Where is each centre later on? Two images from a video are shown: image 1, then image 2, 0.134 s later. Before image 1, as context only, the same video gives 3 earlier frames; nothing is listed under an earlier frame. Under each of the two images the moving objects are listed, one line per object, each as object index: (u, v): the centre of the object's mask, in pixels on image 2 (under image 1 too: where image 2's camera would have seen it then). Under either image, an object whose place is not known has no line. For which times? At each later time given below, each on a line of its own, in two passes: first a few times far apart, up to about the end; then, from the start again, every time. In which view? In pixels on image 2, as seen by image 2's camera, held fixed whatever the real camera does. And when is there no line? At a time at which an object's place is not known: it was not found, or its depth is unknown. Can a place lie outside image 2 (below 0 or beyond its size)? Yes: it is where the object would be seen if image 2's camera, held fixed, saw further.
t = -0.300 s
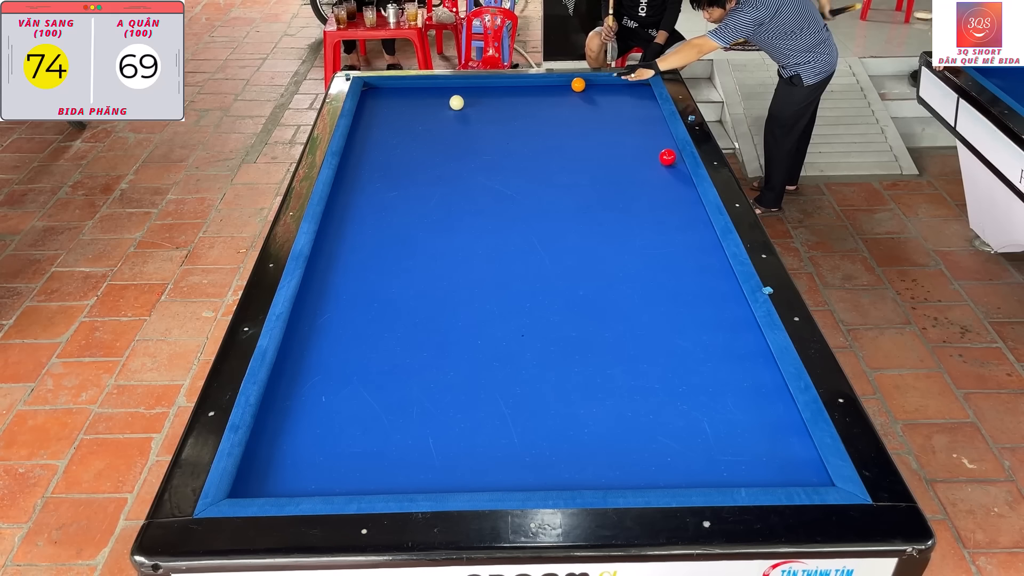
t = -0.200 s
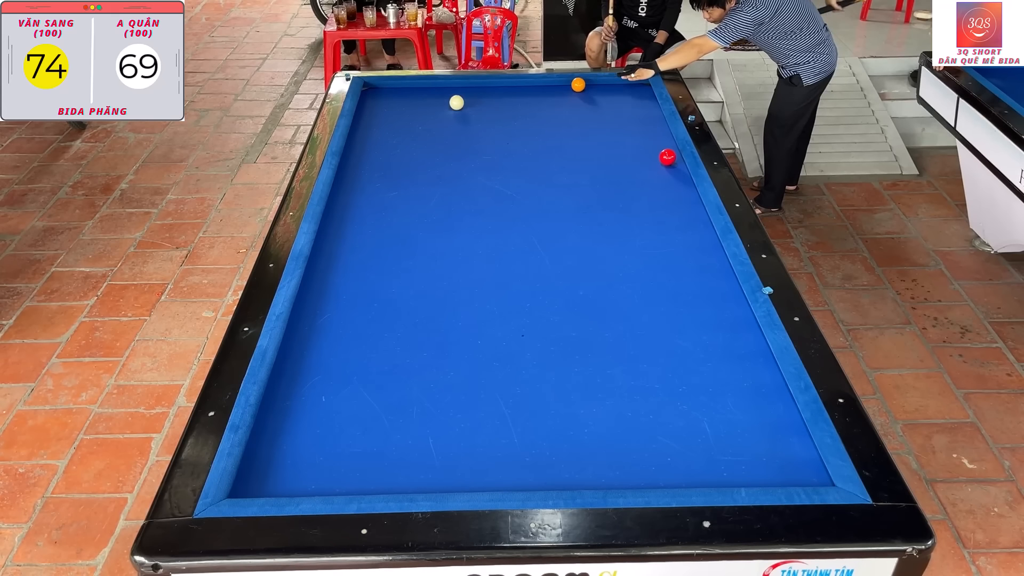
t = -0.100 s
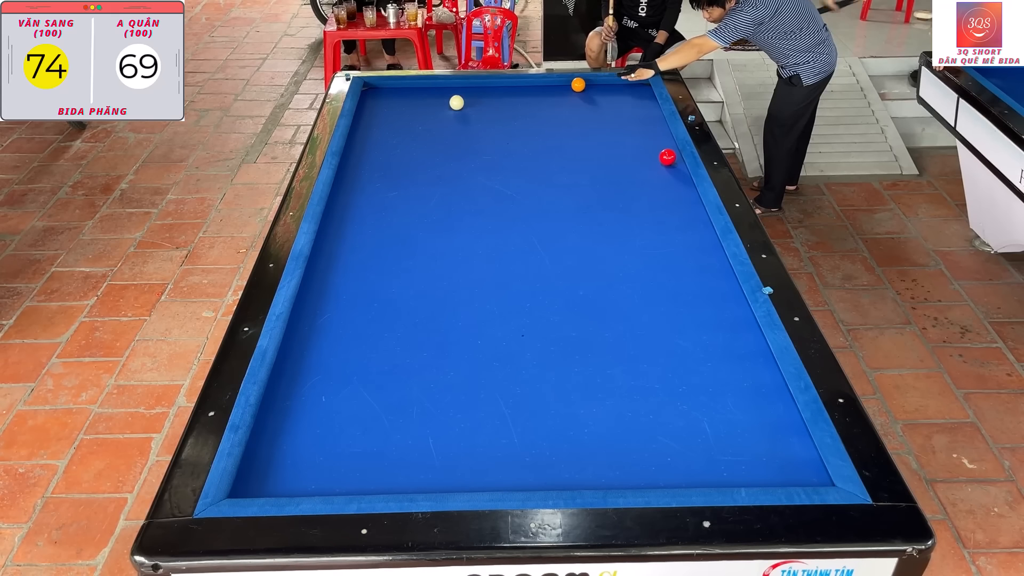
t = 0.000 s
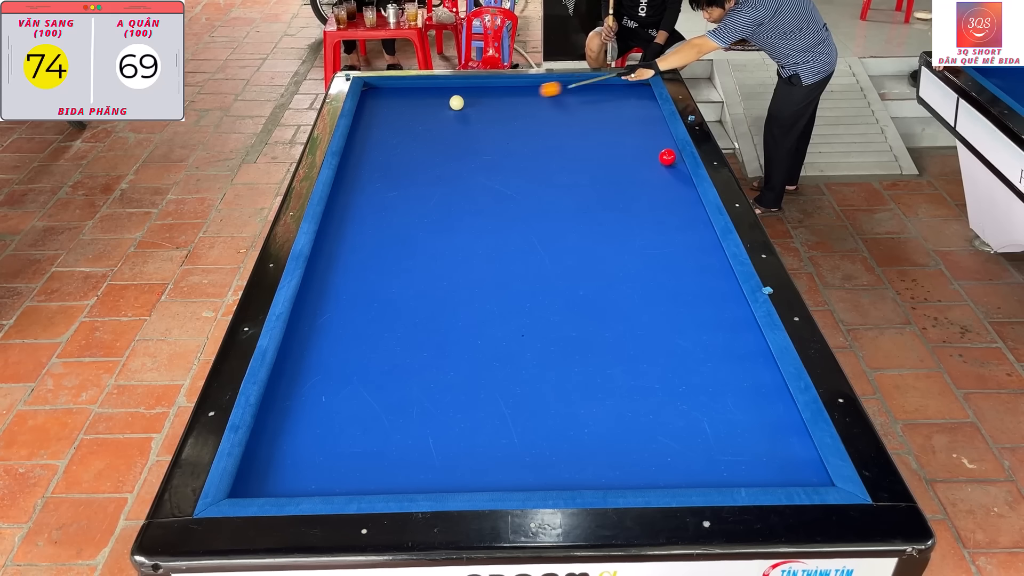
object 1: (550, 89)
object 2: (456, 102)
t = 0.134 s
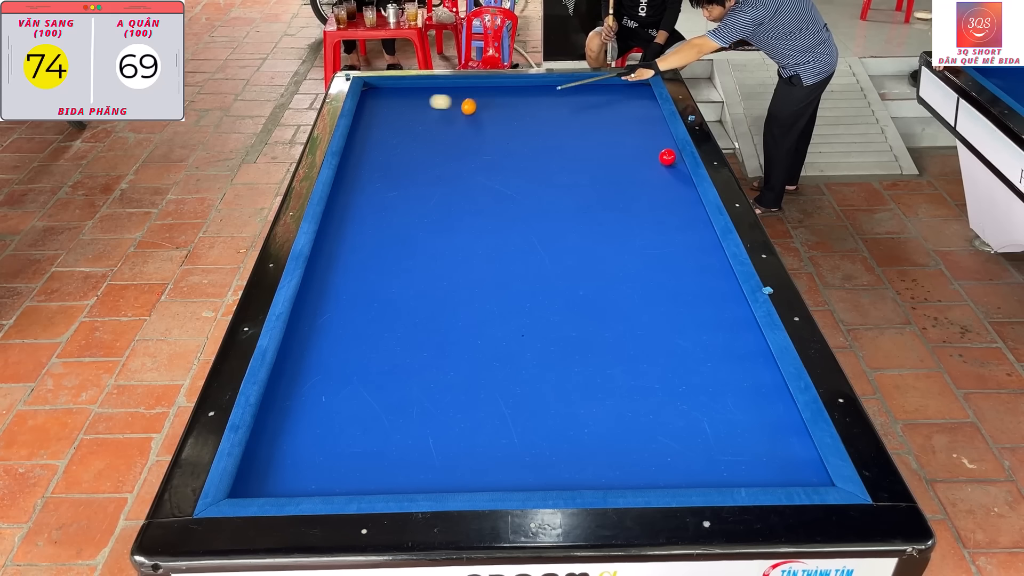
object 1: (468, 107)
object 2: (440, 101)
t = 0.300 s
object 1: (449, 133)
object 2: (382, 97)
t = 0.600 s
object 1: (398, 185)
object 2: (496, 90)
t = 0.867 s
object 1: (340, 241)
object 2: (581, 84)
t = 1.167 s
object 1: (325, 322)
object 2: (622, 85)
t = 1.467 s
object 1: (336, 431)
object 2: (568, 91)
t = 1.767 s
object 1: (404, 431)
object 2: (520, 97)
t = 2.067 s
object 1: (489, 367)
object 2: (472, 103)
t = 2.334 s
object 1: (551, 323)
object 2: (428, 109)
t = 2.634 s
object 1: (611, 282)
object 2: (378, 115)
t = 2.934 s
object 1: (663, 246)
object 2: (380, 119)
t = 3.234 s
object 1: (692, 214)
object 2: (405, 121)
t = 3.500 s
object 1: (653, 191)
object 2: (426, 122)
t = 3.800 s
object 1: (617, 167)
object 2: (450, 124)
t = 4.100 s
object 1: (585, 146)
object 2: (473, 125)
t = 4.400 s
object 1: (556, 128)
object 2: (495, 127)
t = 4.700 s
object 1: (531, 111)
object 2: (517, 129)
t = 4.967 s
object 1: (510, 97)
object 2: (535, 130)
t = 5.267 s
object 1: (489, 84)
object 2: (555, 132)
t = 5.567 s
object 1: (465, 93)
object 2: (575, 133)
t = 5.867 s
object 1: (440, 102)
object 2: (593, 134)
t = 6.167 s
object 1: (415, 110)
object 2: (611, 135)
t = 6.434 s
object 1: (392, 118)
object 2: (626, 136)
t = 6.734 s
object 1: (366, 126)
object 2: (643, 137)
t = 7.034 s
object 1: (364, 134)
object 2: (658, 138)
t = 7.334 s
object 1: (375, 142)
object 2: (663, 139)
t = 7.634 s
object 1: (386, 149)
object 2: (655, 140)
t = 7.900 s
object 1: (396, 156)
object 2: (649, 141)
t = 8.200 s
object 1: (407, 164)
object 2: (643, 142)
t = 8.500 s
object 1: (417, 171)
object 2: (638, 143)
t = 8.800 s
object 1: (427, 178)
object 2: (634, 143)
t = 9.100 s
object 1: (437, 186)
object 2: (631, 144)
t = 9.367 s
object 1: (446, 192)
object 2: (629, 145)
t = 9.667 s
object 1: (455, 198)
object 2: (627, 145)
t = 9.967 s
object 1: (464, 205)
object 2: (626, 145)
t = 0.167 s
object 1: (465, 112)
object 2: (419, 101)
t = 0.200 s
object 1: (462, 117)
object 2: (398, 100)
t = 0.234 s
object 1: (458, 123)
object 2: (378, 99)
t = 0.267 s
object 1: (454, 128)
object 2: (368, 98)
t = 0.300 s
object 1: (449, 133)
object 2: (382, 97)
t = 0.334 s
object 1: (444, 139)
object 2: (397, 96)
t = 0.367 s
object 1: (439, 144)
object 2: (411, 95)
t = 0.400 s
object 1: (434, 149)
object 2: (424, 95)
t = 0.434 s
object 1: (428, 155)
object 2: (437, 94)
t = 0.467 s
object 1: (422, 161)
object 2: (450, 93)
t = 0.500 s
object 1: (416, 167)
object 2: (462, 92)
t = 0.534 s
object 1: (410, 172)
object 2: (474, 91)
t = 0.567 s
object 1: (404, 178)
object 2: (485, 90)
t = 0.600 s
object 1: (398, 185)
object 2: (496, 90)
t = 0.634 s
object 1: (391, 191)
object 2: (507, 89)
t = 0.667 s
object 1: (385, 198)
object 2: (517, 88)
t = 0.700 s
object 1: (378, 205)
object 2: (528, 88)
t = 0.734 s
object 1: (371, 212)
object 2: (539, 87)
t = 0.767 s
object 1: (363, 219)
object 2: (549, 86)
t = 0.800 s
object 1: (356, 226)
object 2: (560, 85)
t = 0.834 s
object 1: (348, 234)
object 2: (570, 85)
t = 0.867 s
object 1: (340, 241)
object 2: (581, 84)
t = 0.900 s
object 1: (332, 249)
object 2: (591, 83)
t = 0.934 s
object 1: (323, 258)
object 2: (602, 83)
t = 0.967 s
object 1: (316, 266)
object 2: (612, 82)
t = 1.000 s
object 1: (317, 275)
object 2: (622, 82)
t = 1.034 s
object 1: (320, 284)
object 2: (632, 82)
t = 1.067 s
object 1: (321, 293)
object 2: (641, 82)
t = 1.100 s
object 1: (323, 302)
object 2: (637, 83)
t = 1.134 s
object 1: (324, 312)
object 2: (629, 84)
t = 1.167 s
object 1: (325, 322)
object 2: (622, 85)
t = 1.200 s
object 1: (326, 333)
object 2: (615, 85)
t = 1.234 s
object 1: (327, 344)
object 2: (608, 86)
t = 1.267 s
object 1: (328, 355)
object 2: (602, 87)
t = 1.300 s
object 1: (330, 366)
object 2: (595, 87)
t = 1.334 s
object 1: (331, 379)
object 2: (590, 88)
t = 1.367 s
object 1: (332, 391)
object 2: (584, 89)
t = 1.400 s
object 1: (333, 404)
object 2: (579, 90)
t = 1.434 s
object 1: (335, 418)
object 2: (574, 90)
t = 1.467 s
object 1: (336, 431)
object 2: (568, 91)
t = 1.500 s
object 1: (338, 446)
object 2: (563, 92)
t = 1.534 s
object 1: (339, 461)
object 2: (558, 92)
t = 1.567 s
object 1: (341, 476)
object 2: (552, 93)
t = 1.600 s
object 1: (344, 486)
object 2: (547, 94)
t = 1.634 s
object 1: (356, 477)
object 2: (542, 94)
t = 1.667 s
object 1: (369, 464)
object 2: (536, 95)
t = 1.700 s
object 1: (381, 453)
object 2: (531, 96)
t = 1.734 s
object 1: (393, 442)
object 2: (526, 96)
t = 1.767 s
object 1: (404, 431)
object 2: (520, 97)
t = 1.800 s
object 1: (415, 422)
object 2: (515, 98)
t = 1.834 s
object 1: (425, 414)
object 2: (509, 99)
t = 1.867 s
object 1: (435, 406)
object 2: (504, 99)
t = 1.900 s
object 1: (445, 398)
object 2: (499, 100)
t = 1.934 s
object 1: (454, 391)
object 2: (493, 101)
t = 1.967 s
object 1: (463, 385)
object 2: (488, 101)
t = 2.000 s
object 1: (472, 379)
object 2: (483, 102)
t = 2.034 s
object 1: (481, 373)
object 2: (477, 103)
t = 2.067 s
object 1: (489, 367)
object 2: (472, 103)
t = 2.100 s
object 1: (497, 361)
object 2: (466, 104)
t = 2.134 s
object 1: (506, 355)
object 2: (461, 105)
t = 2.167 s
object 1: (514, 350)
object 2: (455, 105)
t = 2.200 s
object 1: (521, 344)
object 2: (450, 106)
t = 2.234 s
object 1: (529, 339)
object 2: (444, 107)
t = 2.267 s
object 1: (536, 334)
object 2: (439, 108)
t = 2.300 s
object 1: (544, 329)
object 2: (433, 108)
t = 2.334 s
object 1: (551, 323)
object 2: (428, 109)
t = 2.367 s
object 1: (558, 318)
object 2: (422, 110)
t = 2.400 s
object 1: (565, 314)
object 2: (417, 110)
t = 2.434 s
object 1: (572, 309)
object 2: (411, 111)
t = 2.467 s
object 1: (579, 304)
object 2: (406, 112)
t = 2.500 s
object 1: (585, 300)
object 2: (400, 112)
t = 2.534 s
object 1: (592, 295)
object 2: (395, 113)
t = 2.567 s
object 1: (599, 290)
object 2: (389, 114)
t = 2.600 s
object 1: (605, 286)
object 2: (383, 114)
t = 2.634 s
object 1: (611, 282)
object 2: (378, 115)
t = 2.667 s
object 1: (617, 277)
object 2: (372, 116)
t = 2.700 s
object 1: (623, 273)
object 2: (367, 117)
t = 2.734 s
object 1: (629, 269)
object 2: (361, 117)
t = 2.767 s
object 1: (635, 265)
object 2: (362, 118)
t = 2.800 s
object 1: (641, 261)
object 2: (367, 118)
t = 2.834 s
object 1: (647, 257)
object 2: (370, 118)
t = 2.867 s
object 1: (652, 253)
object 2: (374, 118)
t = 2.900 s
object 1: (658, 249)
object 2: (377, 119)
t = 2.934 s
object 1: (663, 246)
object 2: (380, 119)
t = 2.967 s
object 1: (669, 242)
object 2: (382, 119)
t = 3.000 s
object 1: (674, 238)
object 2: (385, 119)
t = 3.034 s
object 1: (679, 235)
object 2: (388, 119)
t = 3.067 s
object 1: (684, 231)
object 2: (391, 119)
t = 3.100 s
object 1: (689, 228)
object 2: (394, 120)
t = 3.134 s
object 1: (694, 224)
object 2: (396, 120)
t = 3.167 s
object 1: (699, 221)
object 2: (399, 120)
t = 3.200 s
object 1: (698, 217)
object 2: (402, 120)
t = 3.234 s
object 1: (692, 214)
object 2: (405, 121)
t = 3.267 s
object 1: (686, 211)
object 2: (407, 121)
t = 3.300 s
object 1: (681, 208)
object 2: (410, 121)
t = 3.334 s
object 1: (676, 205)
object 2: (413, 121)
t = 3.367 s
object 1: (671, 202)
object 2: (416, 121)
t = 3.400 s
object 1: (667, 199)
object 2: (418, 121)
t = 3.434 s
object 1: (662, 197)
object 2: (421, 122)
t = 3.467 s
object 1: (658, 194)
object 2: (424, 122)
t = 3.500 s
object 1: (653, 191)
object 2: (426, 122)
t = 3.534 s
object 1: (649, 188)
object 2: (429, 122)
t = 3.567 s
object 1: (645, 185)
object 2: (432, 122)
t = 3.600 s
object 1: (641, 183)
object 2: (434, 123)
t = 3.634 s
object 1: (637, 180)
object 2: (437, 123)
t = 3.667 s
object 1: (633, 177)
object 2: (440, 123)
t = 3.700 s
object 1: (629, 175)
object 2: (442, 123)
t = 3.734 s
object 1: (625, 172)
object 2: (445, 123)
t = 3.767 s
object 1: (621, 170)
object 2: (447, 124)
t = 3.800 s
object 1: (617, 167)
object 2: (450, 124)
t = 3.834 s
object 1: (613, 165)
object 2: (453, 124)
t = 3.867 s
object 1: (610, 162)
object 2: (455, 124)
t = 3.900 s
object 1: (606, 160)
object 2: (458, 124)
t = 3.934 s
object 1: (602, 158)
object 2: (460, 125)
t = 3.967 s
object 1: (599, 155)
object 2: (463, 125)
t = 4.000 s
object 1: (595, 153)
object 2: (465, 125)
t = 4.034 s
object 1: (592, 151)
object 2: (468, 125)
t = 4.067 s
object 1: (588, 149)
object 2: (470, 125)
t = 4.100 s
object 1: (585, 146)
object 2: (473, 125)
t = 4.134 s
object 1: (581, 144)
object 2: (475, 126)
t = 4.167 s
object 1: (578, 142)
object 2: (478, 126)
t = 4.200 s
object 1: (575, 140)
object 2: (480, 126)
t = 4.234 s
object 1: (572, 138)
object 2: (483, 126)
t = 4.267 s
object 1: (569, 136)
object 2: (485, 127)
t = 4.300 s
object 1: (565, 134)
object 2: (488, 127)
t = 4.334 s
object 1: (562, 132)
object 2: (490, 127)
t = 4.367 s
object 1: (559, 130)
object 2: (493, 127)
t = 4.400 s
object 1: (556, 128)
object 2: (495, 127)
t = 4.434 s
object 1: (553, 126)
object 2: (498, 127)
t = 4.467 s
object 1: (550, 124)
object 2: (500, 128)
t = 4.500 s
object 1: (547, 122)
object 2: (502, 128)
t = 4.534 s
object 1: (545, 120)
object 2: (505, 128)
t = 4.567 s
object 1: (542, 118)
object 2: (507, 128)
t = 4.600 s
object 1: (539, 116)
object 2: (510, 128)
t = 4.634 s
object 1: (536, 114)
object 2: (512, 128)
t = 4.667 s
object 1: (534, 113)
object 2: (514, 129)
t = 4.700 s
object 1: (531, 111)
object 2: (517, 129)
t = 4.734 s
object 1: (528, 109)
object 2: (519, 129)
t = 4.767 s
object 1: (526, 107)
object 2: (521, 129)
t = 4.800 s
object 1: (523, 105)
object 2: (524, 130)
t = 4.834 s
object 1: (520, 104)
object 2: (526, 129)
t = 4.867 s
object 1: (518, 102)
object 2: (528, 130)
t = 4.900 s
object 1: (515, 100)
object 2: (531, 130)
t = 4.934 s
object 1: (513, 99)
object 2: (533, 130)
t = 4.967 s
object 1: (510, 97)
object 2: (535, 130)
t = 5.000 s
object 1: (508, 95)
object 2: (537, 130)
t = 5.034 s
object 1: (505, 94)
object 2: (540, 130)
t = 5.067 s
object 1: (503, 92)
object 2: (542, 131)
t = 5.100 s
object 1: (501, 91)
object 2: (544, 131)
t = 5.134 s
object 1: (498, 89)
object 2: (546, 131)
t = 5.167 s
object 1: (496, 87)
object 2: (549, 131)
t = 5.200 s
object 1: (494, 86)
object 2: (551, 131)
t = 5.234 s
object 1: (491, 84)
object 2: (553, 131)
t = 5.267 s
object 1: (489, 84)
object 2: (555, 132)
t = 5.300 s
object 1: (486, 85)
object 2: (557, 132)
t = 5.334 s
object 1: (484, 87)
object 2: (559, 132)
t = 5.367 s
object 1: (481, 88)
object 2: (562, 132)
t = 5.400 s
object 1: (478, 89)
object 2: (564, 132)
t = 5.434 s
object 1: (476, 90)
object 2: (566, 132)
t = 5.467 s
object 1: (473, 90)
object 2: (568, 132)
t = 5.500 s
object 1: (470, 91)
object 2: (570, 133)
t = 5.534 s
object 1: (467, 92)
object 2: (572, 133)
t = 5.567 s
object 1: (465, 93)
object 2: (575, 133)
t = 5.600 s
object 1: (462, 94)
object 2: (577, 133)
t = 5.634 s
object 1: (459, 95)
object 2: (579, 133)
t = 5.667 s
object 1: (457, 96)
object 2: (581, 133)
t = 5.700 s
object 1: (454, 97)
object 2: (583, 134)
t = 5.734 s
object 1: (451, 98)
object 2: (585, 134)
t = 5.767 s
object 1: (448, 99)
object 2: (587, 134)
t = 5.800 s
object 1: (446, 100)
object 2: (589, 134)
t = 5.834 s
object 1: (443, 101)
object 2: (591, 134)
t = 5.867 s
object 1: (440, 102)
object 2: (593, 134)
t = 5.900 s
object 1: (437, 103)
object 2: (595, 134)
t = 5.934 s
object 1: (435, 103)
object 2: (597, 134)
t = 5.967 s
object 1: (432, 104)
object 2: (599, 135)
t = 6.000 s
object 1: (429, 105)
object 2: (601, 135)
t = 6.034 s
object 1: (426, 106)
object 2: (603, 135)
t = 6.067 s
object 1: (423, 107)
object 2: (605, 135)
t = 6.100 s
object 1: (421, 108)
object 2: (607, 135)
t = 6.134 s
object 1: (418, 109)
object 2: (609, 135)
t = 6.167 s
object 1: (415, 110)
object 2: (611, 135)
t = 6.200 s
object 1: (412, 111)
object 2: (613, 136)
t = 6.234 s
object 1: (409, 112)
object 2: (615, 136)
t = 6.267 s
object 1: (406, 113)
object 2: (617, 136)
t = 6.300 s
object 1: (404, 114)
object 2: (619, 136)
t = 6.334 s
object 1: (401, 115)
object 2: (621, 136)
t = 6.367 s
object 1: (398, 116)
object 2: (622, 136)
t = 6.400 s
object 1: (395, 117)
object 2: (624, 136)
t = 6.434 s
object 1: (392, 118)
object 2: (626, 136)
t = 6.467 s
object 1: (389, 119)
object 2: (628, 137)
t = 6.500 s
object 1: (386, 119)
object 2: (630, 137)
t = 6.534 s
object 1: (384, 120)
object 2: (632, 137)
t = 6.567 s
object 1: (381, 121)
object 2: (634, 137)
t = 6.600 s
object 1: (378, 122)
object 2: (636, 137)
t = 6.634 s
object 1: (375, 123)
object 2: (637, 137)
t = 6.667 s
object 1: (372, 124)
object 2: (639, 137)
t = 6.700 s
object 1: (369, 125)
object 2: (641, 137)
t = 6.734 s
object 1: (366, 126)
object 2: (643, 137)
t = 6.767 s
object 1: (363, 127)
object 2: (645, 138)
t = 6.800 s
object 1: (361, 128)
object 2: (646, 138)
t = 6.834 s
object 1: (358, 129)
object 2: (648, 138)
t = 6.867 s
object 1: (357, 130)
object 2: (650, 138)
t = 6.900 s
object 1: (359, 131)
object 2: (651, 138)
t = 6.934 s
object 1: (360, 132)
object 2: (653, 138)
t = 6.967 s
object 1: (362, 132)
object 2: (655, 138)
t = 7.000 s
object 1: (363, 133)
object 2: (657, 138)
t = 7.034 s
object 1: (364, 134)
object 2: (658, 138)
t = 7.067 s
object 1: (365, 135)
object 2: (660, 139)
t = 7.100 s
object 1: (366, 136)
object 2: (661, 139)
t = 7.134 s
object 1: (368, 137)
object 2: (663, 139)
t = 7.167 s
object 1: (369, 137)
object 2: (665, 139)
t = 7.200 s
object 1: (370, 138)
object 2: (666, 139)
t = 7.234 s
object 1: (371, 139)
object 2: (665, 139)
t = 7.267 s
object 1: (373, 140)
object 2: (664, 139)
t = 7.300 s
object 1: (374, 141)
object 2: (663, 139)
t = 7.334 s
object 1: (375, 142)
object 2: (663, 139)
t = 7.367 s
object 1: (376, 143)
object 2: (662, 139)
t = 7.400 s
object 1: (378, 143)
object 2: (661, 139)
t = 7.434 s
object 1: (379, 144)
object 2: (660, 140)
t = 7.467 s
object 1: (380, 145)
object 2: (659, 140)
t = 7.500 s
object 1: (381, 146)
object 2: (658, 140)
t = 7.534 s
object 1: (383, 147)
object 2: (657, 140)
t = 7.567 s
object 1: (384, 148)
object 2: (657, 140)
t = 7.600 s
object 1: (385, 148)
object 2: (656, 140)
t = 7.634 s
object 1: (386, 149)
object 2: (655, 140)
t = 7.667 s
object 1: (387, 150)
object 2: (654, 140)
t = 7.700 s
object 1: (389, 151)
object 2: (653, 140)
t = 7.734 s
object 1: (390, 152)
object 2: (653, 140)
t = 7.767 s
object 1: (391, 153)
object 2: (652, 141)
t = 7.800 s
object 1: (392, 154)
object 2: (651, 141)
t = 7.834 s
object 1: (394, 154)
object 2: (651, 141)
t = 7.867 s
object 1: (395, 155)
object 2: (650, 141)
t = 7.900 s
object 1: (396, 156)
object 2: (649, 141)
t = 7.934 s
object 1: (397, 157)
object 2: (648, 141)
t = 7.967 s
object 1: (398, 158)
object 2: (648, 141)
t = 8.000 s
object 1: (400, 159)
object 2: (647, 141)
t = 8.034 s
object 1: (401, 159)
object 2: (647, 141)
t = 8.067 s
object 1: (402, 160)
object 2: (646, 142)
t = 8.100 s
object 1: (403, 161)
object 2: (645, 142)
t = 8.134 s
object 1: (404, 162)
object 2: (645, 142)
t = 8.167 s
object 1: (405, 163)
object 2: (644, 142)
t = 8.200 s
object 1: (407, 164)
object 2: (643, 142)
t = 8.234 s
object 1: (408, 165)
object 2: (643, 142)
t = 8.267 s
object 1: (409, 165)
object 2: (642, 142)
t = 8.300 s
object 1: (410, 166)
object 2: (642, 142)
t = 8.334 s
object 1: (411, 167)
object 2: (641, 142)
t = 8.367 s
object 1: (412, 168)
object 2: (640, 142)
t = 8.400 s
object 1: (413, 169)
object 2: (640, 142)
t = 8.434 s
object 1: (414, 170)
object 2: (639, 143)
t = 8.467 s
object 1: (416, 170)
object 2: (639, 143)
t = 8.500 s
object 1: (417, 171)
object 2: (638, 143)
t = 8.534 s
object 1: (418, 172)
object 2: (638, 143)
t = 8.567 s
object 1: (419, 173)
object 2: (637, 143)
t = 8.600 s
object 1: (420, 174)
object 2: (637, 143)
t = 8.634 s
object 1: (421, 174)
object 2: (636, 143)
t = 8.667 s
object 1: (422, 175)
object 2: (636, 143)
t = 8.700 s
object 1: (424, 176)
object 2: (635, 143)
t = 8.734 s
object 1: (425, 177)
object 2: (635, 143)
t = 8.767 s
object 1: (426, 178)
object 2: (635, 143)
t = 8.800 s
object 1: (427, 178)
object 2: (634, 143)
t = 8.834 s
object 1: (428, 179)
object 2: (634, 143)
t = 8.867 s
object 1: (429, 180)
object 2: (633, 143)
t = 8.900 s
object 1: (430, 181)
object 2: (633, 144)
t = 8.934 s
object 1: (431, 182)
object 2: (633, 144)
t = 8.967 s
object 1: (433, 182)
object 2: (632, 144)
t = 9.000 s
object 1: (434, 183)
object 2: (632, 144)
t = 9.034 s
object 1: (435, 184)
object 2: (632, 144)
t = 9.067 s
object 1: (436, 185)
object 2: (631, 144)
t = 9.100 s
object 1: (437, 186)
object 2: (631, 144)
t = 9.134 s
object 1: (438, 186)
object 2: (631, 144)
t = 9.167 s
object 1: (439, 187)
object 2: (630, 144)
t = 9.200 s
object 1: (440, 188)
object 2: (630, 144)
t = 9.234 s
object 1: (441, 189)
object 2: (630, 144)
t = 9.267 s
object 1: (442, 189)
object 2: (630, 144)
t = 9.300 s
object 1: (444, 190)
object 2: (630, 144)
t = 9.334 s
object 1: (445, 191)
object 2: (629, 145)
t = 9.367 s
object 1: (446, 192)
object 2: (629, 145)
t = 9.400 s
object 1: (447, 193)
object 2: (629, 145)
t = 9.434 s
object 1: (448, 193)
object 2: (629, 145)
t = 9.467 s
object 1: (449, 194)
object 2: (628, 145)
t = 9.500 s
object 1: (450, 195)
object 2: (628, 145)
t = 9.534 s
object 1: (451, 196)
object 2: (628, 145)
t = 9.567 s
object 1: (452, 196)
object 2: (628, 145)
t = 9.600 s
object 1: (453, 197)
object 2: (628, 145)
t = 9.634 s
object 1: (454, 198)
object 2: (627, 145)
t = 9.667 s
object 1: (455, 198)
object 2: (627, 145)
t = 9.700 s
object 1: (456, 199)
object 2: (627, 145)
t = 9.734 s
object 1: (457, 200)
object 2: (627, 145)
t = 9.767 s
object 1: (458, 201)
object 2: (627, 145)
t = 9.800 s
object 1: (459, 202)
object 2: (627, 145)
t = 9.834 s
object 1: (460, 202)
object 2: (627, 145)
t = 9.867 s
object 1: (461, 203)
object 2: (627, 145)
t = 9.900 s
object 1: (462, 203)
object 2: (627, 145)
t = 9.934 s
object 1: (463, 204)
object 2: (626, 145)
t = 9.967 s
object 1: (464, 205)
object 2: (626, 145)
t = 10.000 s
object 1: (465, 206)
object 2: (626, 145)
